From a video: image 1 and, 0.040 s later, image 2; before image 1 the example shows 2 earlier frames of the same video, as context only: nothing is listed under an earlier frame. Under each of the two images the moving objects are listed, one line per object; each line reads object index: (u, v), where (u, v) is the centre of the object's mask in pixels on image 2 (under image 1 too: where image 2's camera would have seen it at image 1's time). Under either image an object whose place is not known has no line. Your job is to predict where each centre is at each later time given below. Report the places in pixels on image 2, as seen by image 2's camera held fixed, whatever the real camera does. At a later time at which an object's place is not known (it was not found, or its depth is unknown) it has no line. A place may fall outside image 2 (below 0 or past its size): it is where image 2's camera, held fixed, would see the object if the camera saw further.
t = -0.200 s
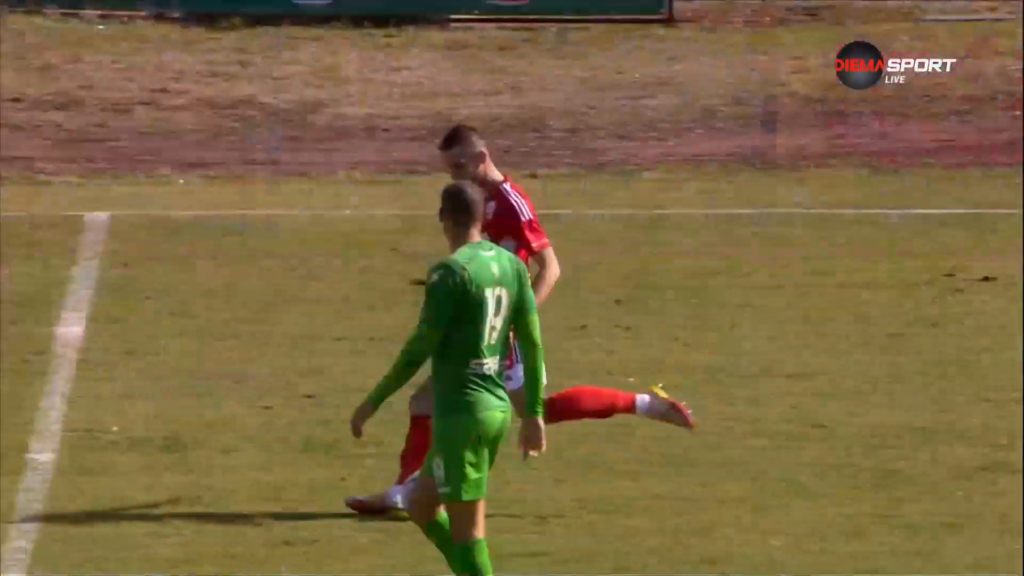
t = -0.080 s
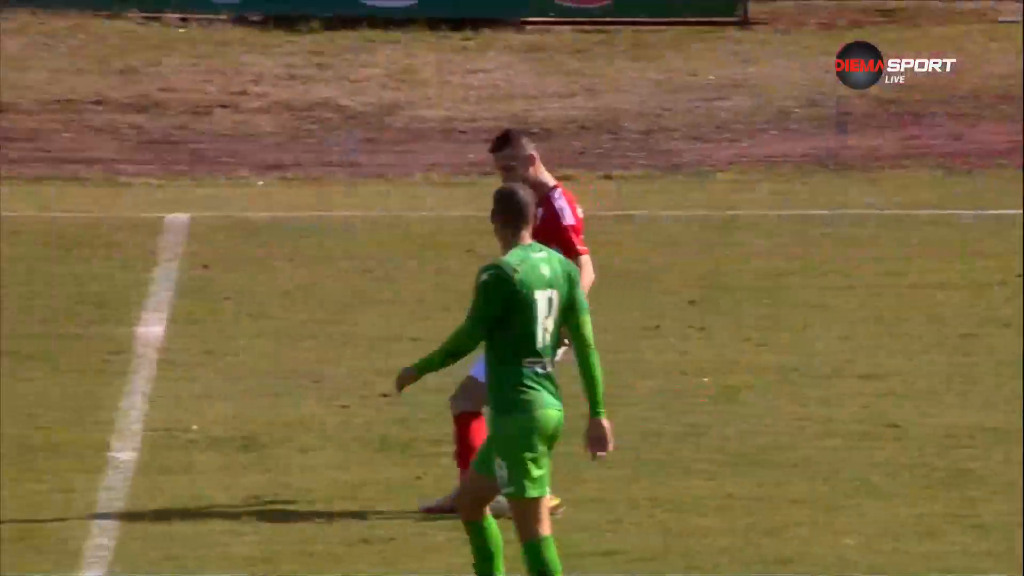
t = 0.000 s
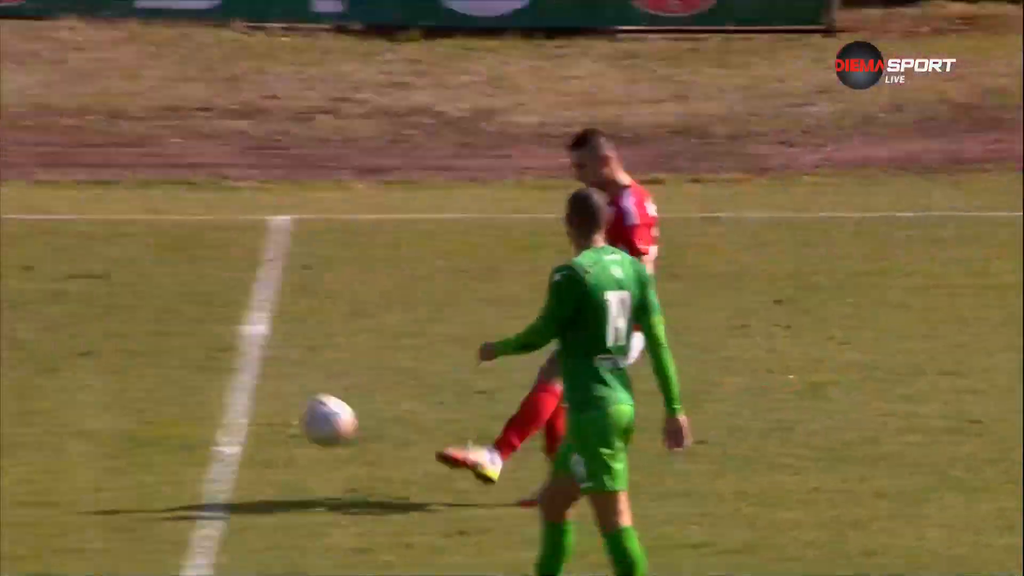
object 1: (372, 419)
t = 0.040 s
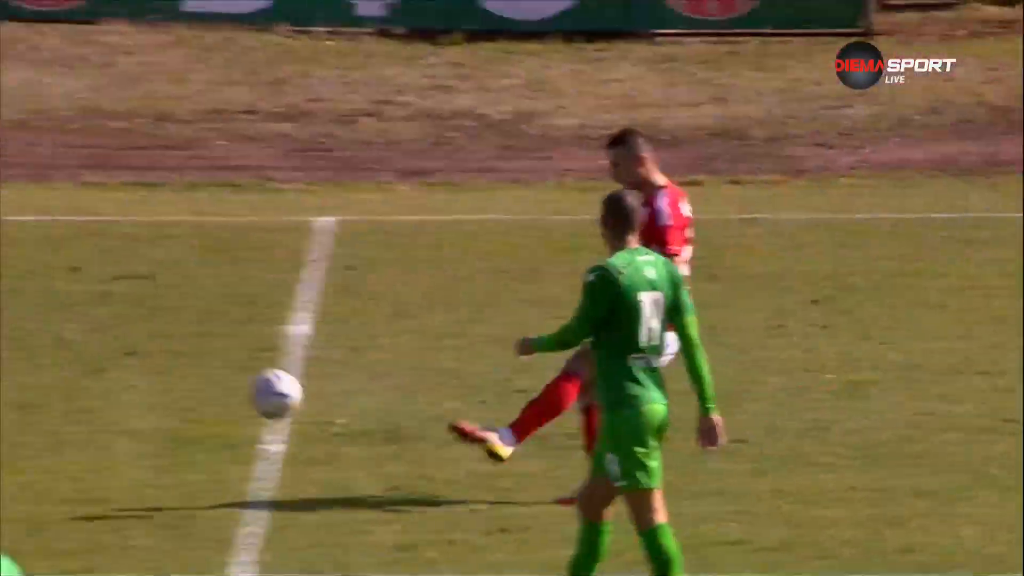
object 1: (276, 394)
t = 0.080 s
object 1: (178, 371)
